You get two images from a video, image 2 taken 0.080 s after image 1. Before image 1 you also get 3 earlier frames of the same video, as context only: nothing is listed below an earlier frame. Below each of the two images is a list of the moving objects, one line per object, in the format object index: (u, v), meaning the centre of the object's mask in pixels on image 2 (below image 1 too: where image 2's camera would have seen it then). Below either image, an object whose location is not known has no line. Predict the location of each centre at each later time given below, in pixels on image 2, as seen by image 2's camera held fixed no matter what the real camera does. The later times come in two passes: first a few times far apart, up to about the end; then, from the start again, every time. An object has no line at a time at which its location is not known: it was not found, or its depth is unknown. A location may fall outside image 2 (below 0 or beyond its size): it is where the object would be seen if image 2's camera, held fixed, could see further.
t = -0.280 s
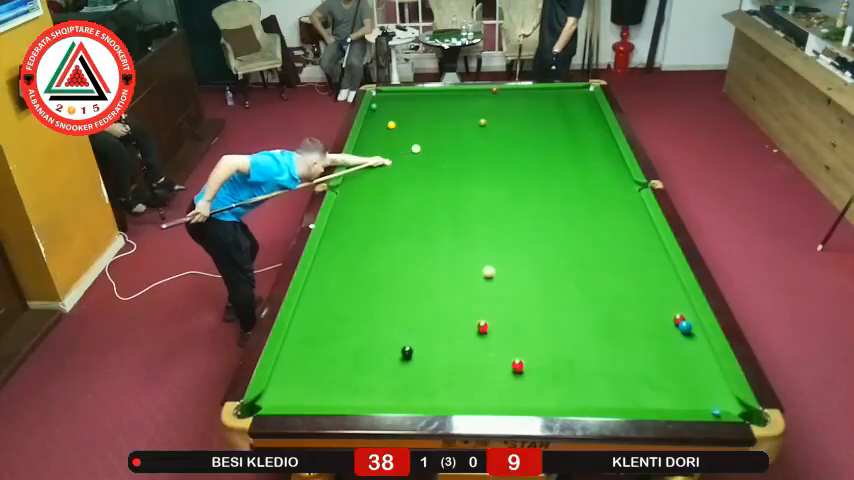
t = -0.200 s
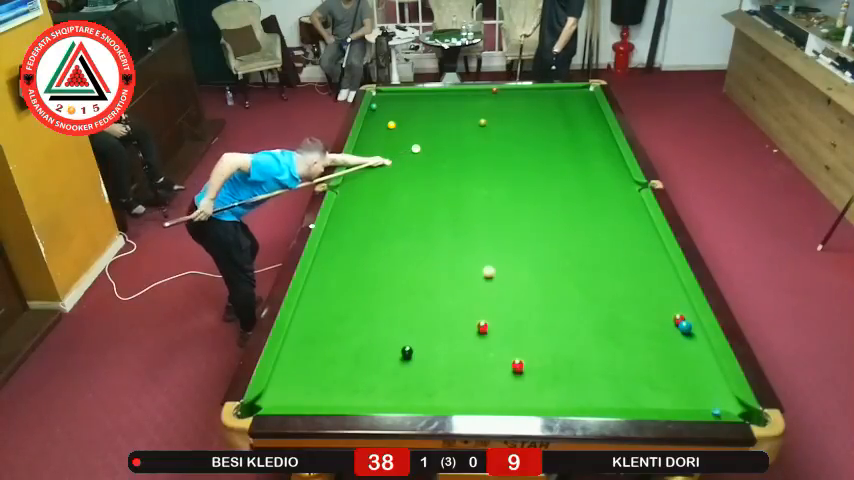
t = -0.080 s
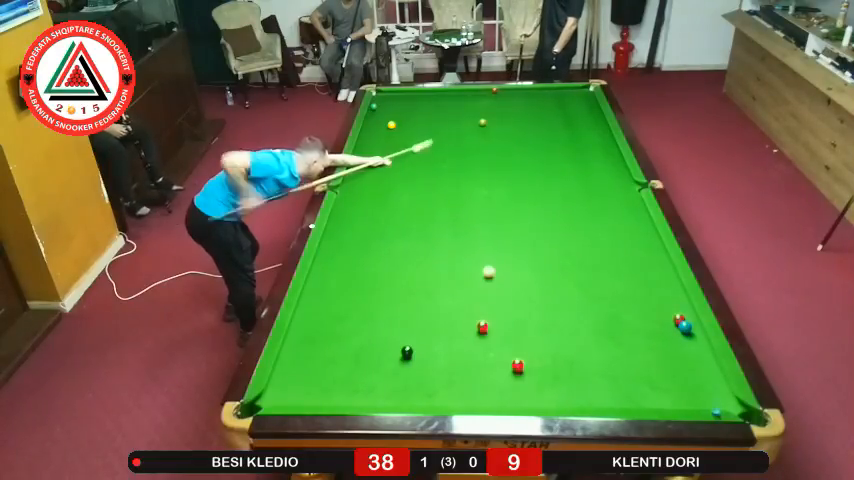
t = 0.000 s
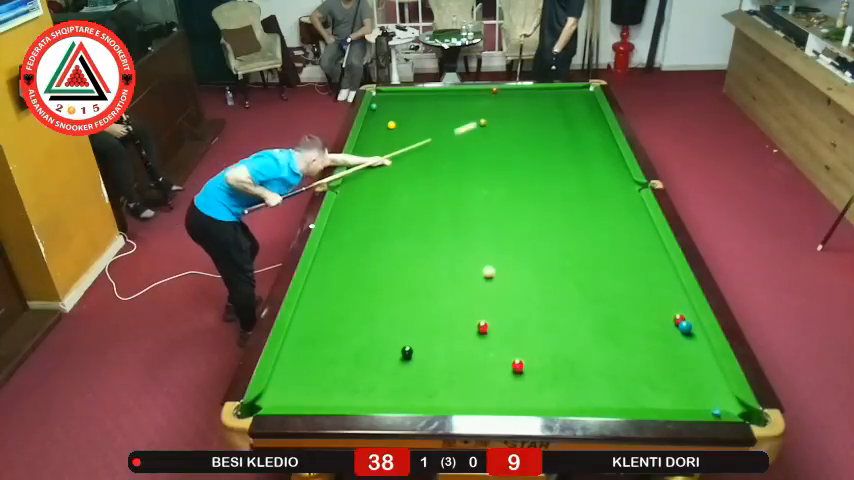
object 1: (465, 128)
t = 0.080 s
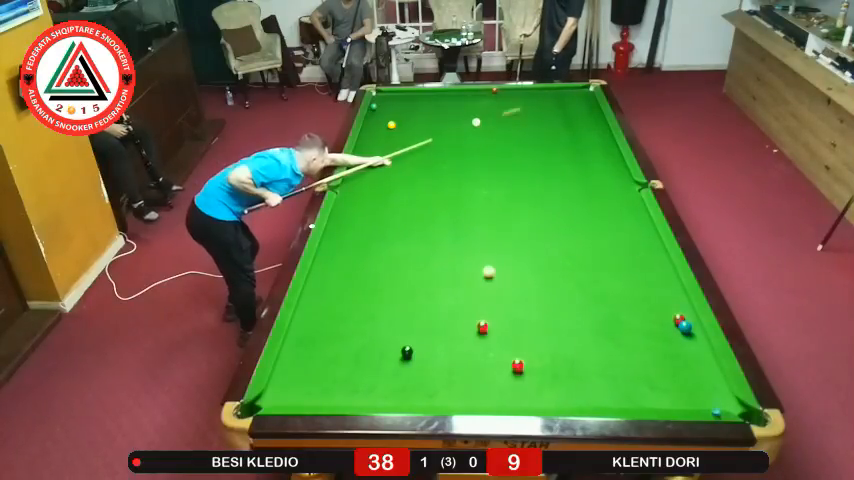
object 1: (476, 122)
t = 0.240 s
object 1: (479, 115)
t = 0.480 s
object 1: (496, 102)
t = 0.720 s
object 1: (517, 89)
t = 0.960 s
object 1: (533, 99)
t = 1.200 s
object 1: (549, 107)
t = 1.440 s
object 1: (565, 117)
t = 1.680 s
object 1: (583, 126)
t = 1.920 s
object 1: (601, 136)
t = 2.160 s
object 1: (611, 147)
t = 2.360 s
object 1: (607, 154)
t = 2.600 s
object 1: (602, 163)
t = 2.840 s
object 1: (596, 172)
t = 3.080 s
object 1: (590, 182)
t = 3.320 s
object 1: (585, 191)
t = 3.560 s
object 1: (579, 200)
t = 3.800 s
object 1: (573, 209)
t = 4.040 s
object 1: (566, 218)
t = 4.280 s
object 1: (560, 227)
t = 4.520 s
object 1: (554, 235)
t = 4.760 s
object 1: (548, 244)
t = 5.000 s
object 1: (543, 252)
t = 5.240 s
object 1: (537, 259)
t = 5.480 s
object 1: (531, 267)
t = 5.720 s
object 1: (526, 274)
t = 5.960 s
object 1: (522, 280)
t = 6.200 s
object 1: (517, 286)
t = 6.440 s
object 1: (513, 291)
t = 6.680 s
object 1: (509, 296)
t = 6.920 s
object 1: (505, 300)
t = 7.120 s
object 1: (503, 303)
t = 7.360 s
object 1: (500, 306)
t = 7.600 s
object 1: (497, 308)
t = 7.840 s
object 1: (495, 310)
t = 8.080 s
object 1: (494, 311)
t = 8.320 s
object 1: (493, 311)
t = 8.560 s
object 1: (493, 311)
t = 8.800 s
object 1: (493, 311)
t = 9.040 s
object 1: (493, 311)
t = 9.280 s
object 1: (493, 311)
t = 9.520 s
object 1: (493, 311)
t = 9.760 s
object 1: (493, 311)
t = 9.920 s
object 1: (493, 311)
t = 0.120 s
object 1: (476, 120)
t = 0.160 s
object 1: (476, 119)
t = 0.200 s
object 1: (478, 117)
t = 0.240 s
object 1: (479, 115)
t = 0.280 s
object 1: (481, 113)
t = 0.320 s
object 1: (483, 111)
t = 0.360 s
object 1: (486, 109)
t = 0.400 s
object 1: (489, 107)
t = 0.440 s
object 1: (493, 104)
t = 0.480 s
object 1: (496, 102)
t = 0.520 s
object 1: (500, 99)
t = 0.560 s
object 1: (504, 97)
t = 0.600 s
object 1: (507, 95)
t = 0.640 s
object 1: (511, 92)
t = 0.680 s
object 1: (514, 90)
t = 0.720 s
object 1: (517, 89)
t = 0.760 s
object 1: (520, 91)
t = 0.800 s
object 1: (522, 92)
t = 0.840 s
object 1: (525, 94)
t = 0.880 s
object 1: (527, 96)
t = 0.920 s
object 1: (530, 97)
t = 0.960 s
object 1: (533, 99)
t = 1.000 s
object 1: (535, 100)
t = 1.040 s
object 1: (538, 101)
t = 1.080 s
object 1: (541, 103)
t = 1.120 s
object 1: (543, 105)
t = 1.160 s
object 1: (546, 106)
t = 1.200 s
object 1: (549, 107)
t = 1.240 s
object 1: (551, 109)
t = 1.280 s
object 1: (554, 111)
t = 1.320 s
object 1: (557, 112)
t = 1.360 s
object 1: (560, 114)
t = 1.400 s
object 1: (563, 115)
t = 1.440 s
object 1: (565, 117)
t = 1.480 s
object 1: (568, 118)
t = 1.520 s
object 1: (571, 120)
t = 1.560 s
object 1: (574, 121)
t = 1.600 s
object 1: (577, 123)
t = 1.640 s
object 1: (580, 125)
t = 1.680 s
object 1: (583, 126)
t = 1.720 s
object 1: (586, 128)
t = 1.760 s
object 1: (589, 130)
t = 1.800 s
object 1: (592, 131)
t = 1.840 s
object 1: (594, 133)
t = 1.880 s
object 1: (598, 135)
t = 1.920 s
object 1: (601, 136)
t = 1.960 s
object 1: (604, 138)
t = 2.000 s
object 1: (607, 140)
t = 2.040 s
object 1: (610, 142)
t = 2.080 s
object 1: (613, 144)
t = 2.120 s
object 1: (612, 145)
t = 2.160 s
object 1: (611, 147)
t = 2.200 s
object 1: (610, 148)
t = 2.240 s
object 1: (610, 150)
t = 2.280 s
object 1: (609, 151)
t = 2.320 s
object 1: (608, 153)
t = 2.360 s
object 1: (607, 154)
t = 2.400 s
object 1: (606, 156)
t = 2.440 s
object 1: (605, 157)
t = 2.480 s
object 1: (604, 159)
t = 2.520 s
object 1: (603, 160)
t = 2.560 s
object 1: (602, 162)
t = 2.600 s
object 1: (602, 163)
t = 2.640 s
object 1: (601, 165)
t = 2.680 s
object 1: (600, 166)
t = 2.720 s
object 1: (599, 168)
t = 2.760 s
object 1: (598, 169)
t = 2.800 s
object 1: (597, 171)
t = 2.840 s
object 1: (596, 172)
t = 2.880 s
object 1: (595, 174)
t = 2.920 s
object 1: (594, 176)
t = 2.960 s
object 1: (593, 177)
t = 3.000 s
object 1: (592, 179)
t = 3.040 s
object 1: (592, 180)
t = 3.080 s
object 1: (590, 182)
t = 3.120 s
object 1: (590, 183)
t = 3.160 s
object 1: (589, 185)
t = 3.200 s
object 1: (588, 187)
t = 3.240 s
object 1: (586, 188)
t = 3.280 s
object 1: (586, 189)
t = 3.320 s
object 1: (585, 191)
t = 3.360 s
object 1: (584, 193)
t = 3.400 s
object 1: (583, 194)
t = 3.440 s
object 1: (582, 196)
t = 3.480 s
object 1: (581, 197)
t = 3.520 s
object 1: (580, 199)
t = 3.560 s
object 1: (579, 200)
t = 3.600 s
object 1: (578, 202)
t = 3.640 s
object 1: (577, 203)
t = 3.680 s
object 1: (576, 205)
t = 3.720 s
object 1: (575, 206)
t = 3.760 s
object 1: (574, 208)
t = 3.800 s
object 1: (573, 209)
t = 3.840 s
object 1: (571, 211)
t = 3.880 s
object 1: (570, 212)
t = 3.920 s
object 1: (569, 214)
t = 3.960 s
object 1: (569, 215)
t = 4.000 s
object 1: (567, 217)
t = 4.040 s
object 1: (566, 218)
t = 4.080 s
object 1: (565, 219)
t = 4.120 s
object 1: (564, 221)
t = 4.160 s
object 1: (563, 222)
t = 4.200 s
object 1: (562, 224)
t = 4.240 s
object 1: (561, 225)
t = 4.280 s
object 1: (560, 227)
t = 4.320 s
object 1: (559, 228)
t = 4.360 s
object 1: (558, 230)
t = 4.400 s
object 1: (557, 231)
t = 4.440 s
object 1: (556, 233)
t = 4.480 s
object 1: (555, 234)
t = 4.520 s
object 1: (554, 235)
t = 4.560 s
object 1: (553, 237)
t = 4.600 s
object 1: (552, 238)
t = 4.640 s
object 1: (551, 239)
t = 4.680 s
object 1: (550, 241)
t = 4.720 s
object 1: (549, 242)
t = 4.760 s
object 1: (548, 244)
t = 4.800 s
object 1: (547, 245)
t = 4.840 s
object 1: (546, 246)
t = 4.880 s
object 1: (545, 247)
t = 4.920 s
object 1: (544, 249)
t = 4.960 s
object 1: (543, 250)
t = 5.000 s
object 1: (543, 252)
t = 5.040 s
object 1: (542, 253)
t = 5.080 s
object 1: (541, 254)
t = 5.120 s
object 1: (540, 256)
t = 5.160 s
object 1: (539, 257)
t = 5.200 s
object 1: (538, 258)
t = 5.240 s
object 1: (537, 259)
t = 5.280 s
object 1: (536, 261)
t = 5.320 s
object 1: (535, 262)
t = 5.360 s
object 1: (534, 263)
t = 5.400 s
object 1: (533, 264)
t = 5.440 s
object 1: (533, 266)
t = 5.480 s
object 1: (531, 267)
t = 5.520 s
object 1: (531, 268)
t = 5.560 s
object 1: (530, 269)
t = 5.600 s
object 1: (529, 270)
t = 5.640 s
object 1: (528, 271)
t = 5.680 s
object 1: (528, 272)
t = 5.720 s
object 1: (526, 274)
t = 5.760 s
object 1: (526, 275)
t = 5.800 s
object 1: (525, 276)
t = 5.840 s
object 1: (524, 277)
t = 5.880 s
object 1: (523, 278)
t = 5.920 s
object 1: (522, 279)
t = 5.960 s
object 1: (522, 280)
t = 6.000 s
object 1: (521, 281)
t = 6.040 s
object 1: (520, 282)
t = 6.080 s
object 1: (519, 283)
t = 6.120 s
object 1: (519, 284)
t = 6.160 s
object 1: (518, 285)
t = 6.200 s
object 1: (517, 286)
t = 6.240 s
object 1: (516, 287)
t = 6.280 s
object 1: (516, 288)
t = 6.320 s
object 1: (515, 289)
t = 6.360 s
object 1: (514, 289)
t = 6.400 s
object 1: (514, 290)
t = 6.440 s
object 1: (513, 291)
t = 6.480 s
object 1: (512, 292)
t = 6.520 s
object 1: (512, 293)
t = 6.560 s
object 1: (511, 294)
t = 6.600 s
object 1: (510, 294)
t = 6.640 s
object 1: (509, 295)
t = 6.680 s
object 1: (509, 296)
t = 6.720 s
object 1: (508, 296)
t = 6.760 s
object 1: (507, 297)
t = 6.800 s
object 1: (507, 298)
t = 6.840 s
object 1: (506, 299)
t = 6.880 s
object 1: (506, 299)
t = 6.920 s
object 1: (505, 300)
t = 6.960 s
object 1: (504, 301)
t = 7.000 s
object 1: (504, 301)
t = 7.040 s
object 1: (503, 302)
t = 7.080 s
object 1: (503, 302)
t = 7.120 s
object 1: (503, 303)
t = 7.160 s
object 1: (502, 304)
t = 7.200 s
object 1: (502, 304)
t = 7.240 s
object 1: (501, 304)
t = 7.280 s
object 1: (500, 305)
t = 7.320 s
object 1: (500, 306)
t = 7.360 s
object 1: (500, 306)
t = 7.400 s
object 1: (499, 306)
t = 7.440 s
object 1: (499, 307)
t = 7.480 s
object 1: (498, 307)
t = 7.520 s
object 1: (498, 308)
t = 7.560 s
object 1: (498, 308)
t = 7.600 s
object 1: (497, 308)
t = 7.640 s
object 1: (497, 309)
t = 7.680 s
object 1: (496, 309)
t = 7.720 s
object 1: (496, 309)
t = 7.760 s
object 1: (495, 309)
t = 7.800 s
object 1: (495, 310)
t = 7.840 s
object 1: (495, 310)
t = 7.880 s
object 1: (495, 310)
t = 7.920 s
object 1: (494, 310)
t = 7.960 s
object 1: (494, 311)
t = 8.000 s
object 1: (494, 310)
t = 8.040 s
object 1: (494, 311)
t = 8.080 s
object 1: (494, 311)
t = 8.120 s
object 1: (494, 311)
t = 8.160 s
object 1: (493, 311)
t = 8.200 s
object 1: (493, 311)
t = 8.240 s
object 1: (493, 311)
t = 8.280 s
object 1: (493, 311)
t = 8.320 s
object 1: (493, 311)
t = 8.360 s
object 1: (494, 311)
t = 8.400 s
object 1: (494, 311)
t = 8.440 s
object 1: (494, 311)
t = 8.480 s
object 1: (493, 311)
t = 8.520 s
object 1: (494, 311)
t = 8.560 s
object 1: (493, 311)
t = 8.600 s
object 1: (494, 311)
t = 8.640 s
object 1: (494, 311)
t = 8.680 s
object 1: (493, 311)
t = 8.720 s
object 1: (493, 311)
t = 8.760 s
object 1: (494, 311)
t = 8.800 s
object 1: (493, 311)
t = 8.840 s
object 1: (493, 311)
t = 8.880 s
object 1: (493, 311)
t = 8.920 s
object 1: (494, 311)
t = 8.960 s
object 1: (494, 311)
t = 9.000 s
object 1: (493, 311)
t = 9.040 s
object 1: (493, 311)
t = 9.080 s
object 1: (493, 311)
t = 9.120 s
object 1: (493, 311)
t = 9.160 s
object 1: (493, 311)
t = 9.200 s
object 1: (493, 311)
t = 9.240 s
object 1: (493, 311)
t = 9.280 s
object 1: (493, 311)
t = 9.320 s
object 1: (493, 311)
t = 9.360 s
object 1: (493, 311)
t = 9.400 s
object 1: (493, 311)
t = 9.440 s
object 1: (493, 311)
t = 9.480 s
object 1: (493, 311)
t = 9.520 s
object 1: (493, 311)
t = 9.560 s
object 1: (493, 311)
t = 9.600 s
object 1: (493, 311)
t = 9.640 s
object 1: (493, 311)
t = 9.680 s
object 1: (493, 311)
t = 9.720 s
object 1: (493, 311)
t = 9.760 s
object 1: (493, 311)
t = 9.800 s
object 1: (493, 311)
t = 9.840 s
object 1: (493, 311)
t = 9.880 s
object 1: (493, 311)
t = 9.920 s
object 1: (493, 311)
